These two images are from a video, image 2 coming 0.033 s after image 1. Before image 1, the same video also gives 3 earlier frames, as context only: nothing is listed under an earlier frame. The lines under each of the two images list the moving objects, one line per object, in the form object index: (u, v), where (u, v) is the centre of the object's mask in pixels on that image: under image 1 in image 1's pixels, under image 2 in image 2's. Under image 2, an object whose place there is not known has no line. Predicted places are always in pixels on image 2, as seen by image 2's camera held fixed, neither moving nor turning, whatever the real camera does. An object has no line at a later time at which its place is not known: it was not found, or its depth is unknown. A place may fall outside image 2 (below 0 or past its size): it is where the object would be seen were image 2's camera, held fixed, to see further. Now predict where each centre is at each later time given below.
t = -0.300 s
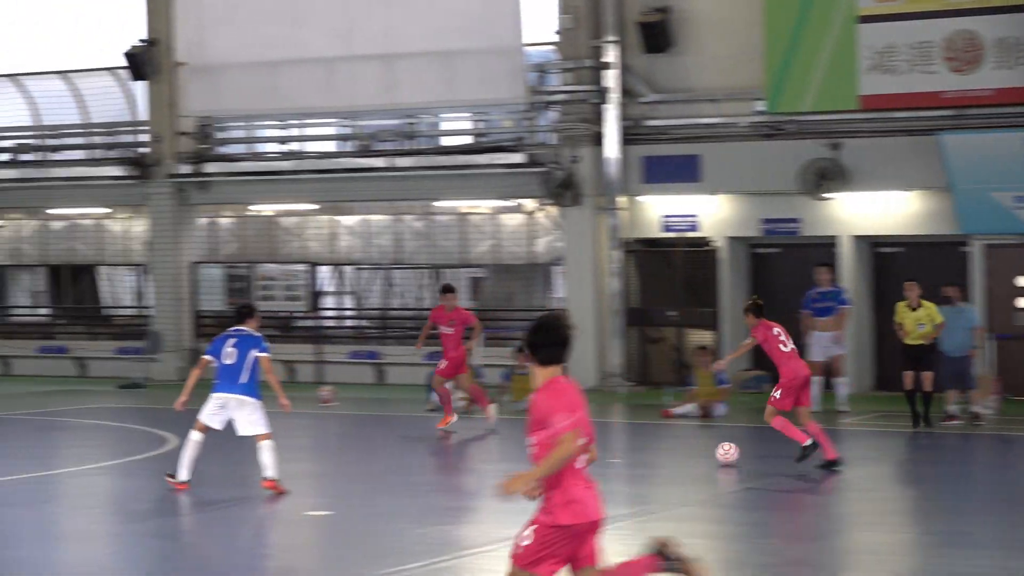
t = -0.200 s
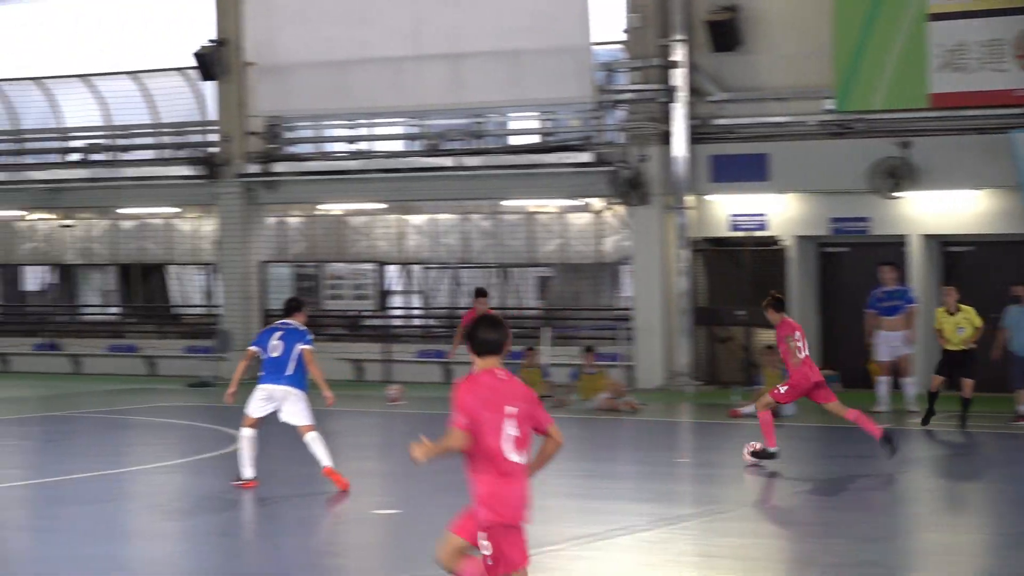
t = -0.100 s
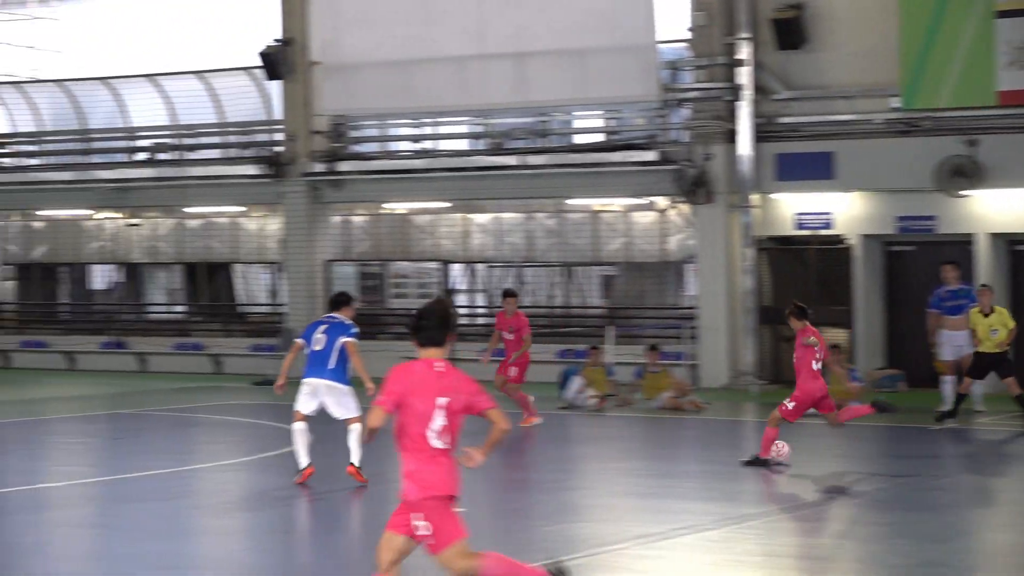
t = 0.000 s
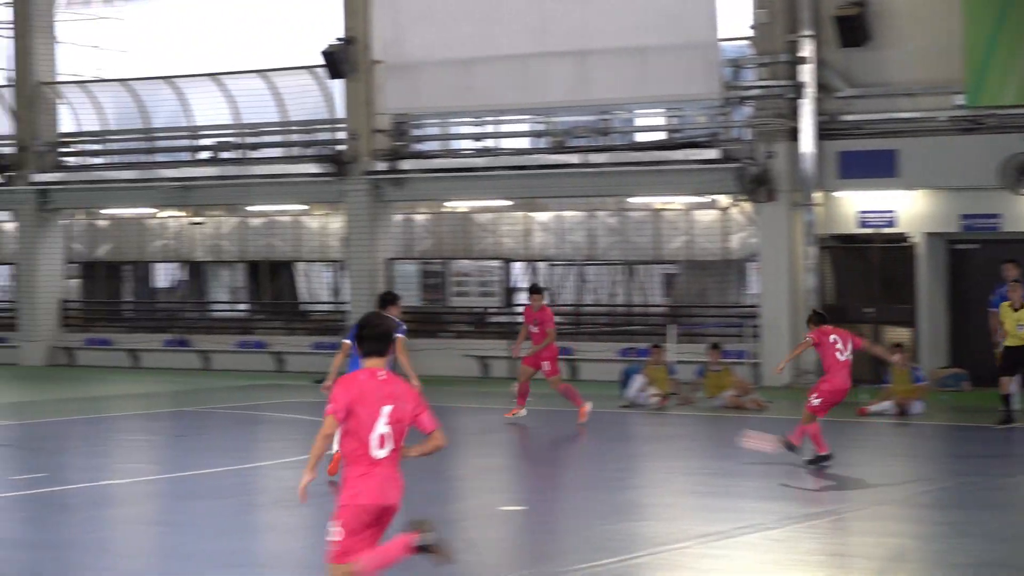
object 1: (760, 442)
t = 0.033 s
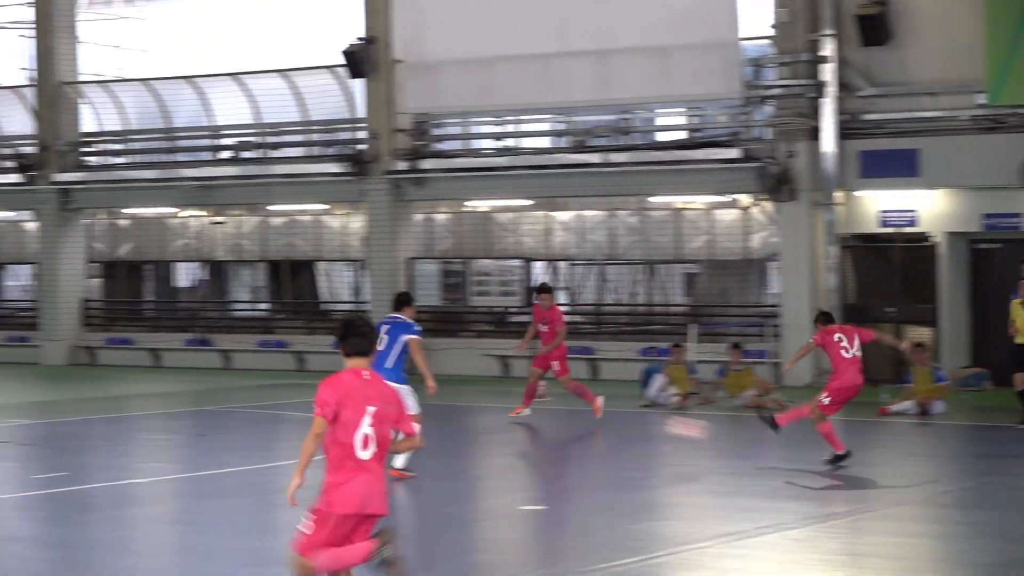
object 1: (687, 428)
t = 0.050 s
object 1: (638, 422)
